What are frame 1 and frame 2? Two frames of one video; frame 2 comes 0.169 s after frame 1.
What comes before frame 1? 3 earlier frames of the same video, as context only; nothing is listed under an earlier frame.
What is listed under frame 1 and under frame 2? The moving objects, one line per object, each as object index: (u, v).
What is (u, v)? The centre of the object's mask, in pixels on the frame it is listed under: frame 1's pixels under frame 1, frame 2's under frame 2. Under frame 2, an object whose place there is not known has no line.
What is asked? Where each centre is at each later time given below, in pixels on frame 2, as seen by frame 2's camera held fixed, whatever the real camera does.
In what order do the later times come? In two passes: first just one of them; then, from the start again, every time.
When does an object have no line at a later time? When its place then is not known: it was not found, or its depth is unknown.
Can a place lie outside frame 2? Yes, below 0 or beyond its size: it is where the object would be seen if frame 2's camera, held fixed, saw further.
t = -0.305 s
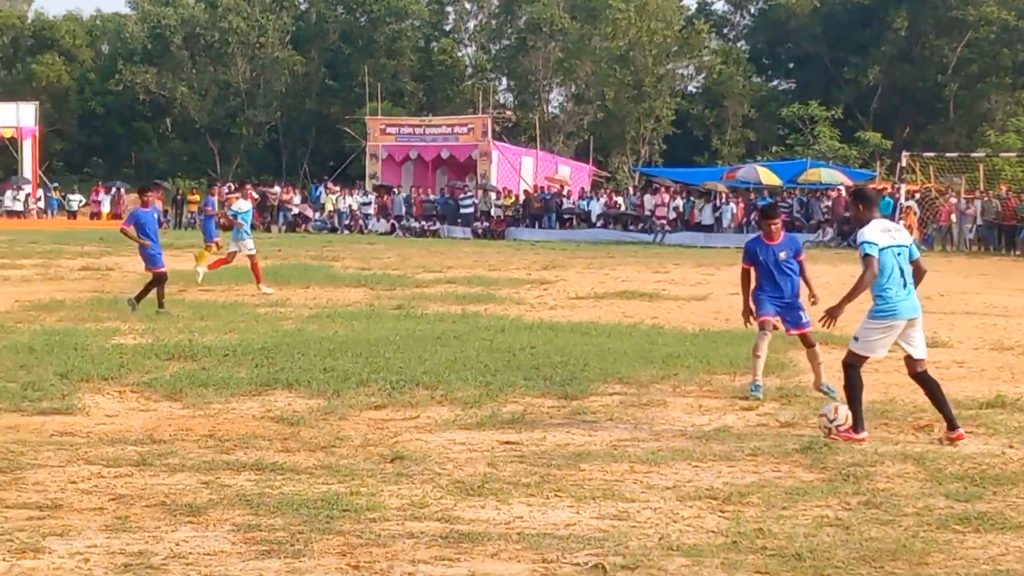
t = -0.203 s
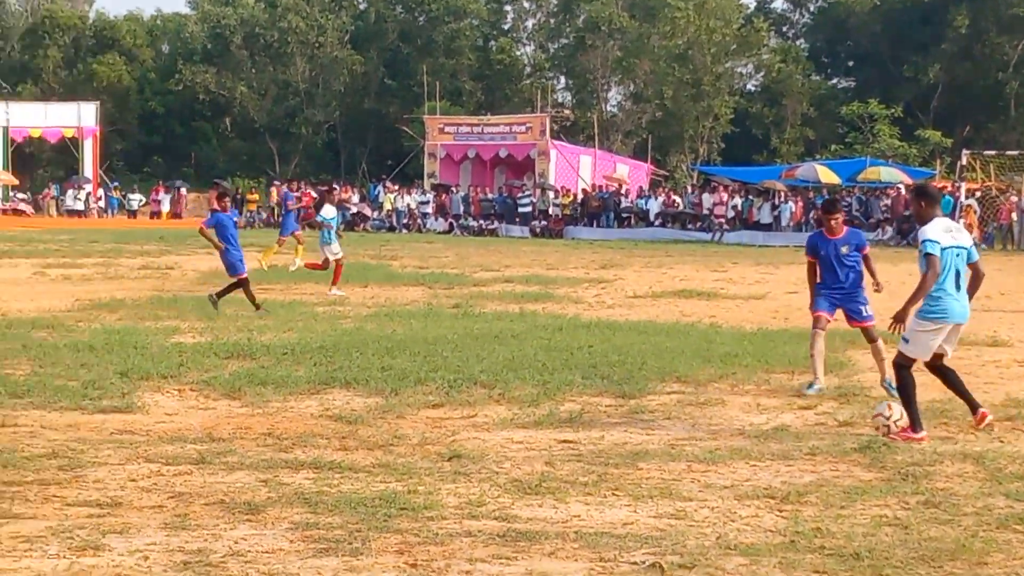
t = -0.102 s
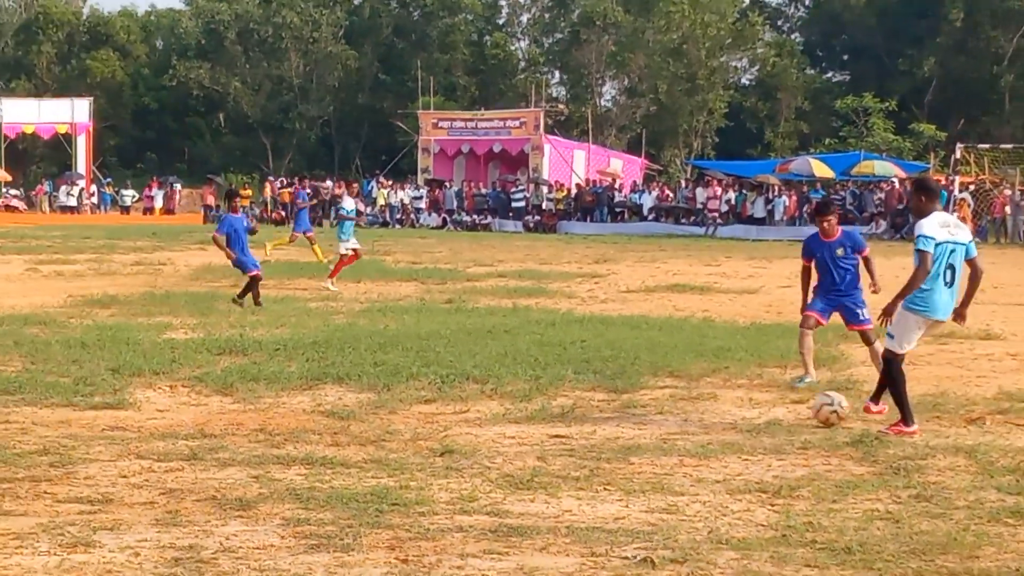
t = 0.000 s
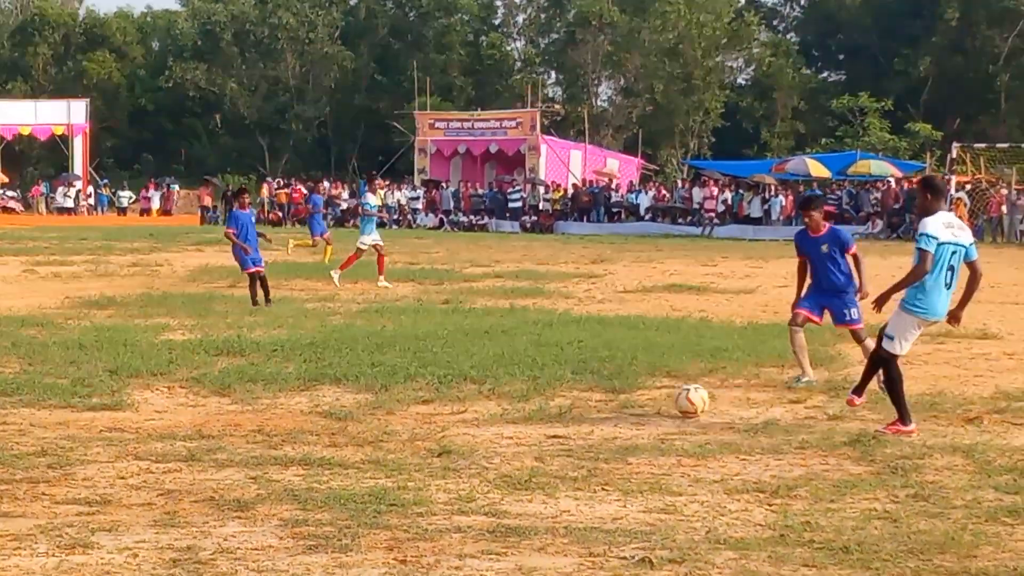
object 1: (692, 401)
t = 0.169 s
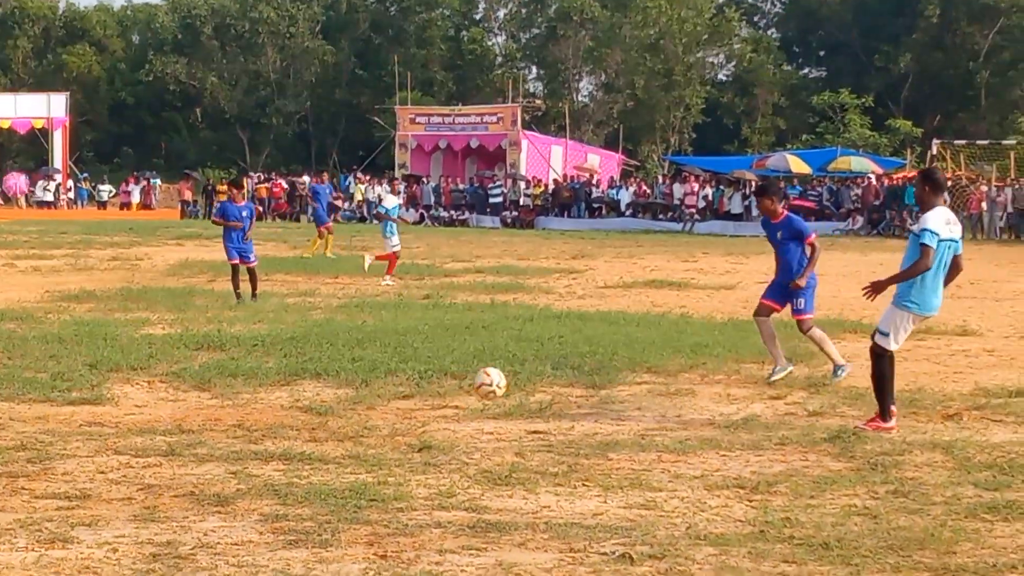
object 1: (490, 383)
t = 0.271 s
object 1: (394, 385)
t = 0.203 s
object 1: (456, 386)
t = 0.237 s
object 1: (421, 387)
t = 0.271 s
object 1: (394, 385)
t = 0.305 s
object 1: (367, 380)
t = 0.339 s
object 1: (339, 380)
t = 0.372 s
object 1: (314, 379)
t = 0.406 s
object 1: (290, 375)
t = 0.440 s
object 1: (269, 373)
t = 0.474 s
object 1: (245, 372)
